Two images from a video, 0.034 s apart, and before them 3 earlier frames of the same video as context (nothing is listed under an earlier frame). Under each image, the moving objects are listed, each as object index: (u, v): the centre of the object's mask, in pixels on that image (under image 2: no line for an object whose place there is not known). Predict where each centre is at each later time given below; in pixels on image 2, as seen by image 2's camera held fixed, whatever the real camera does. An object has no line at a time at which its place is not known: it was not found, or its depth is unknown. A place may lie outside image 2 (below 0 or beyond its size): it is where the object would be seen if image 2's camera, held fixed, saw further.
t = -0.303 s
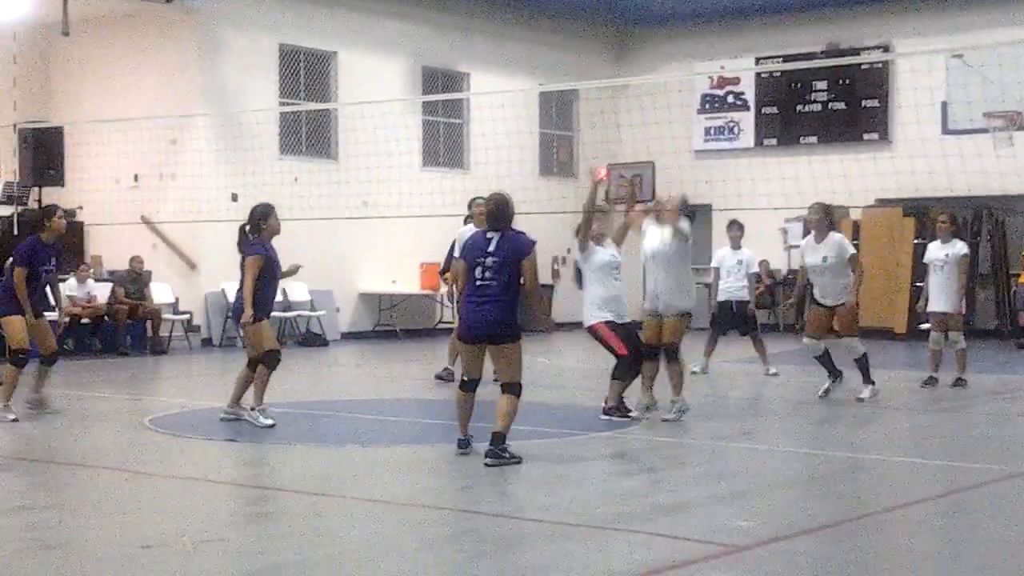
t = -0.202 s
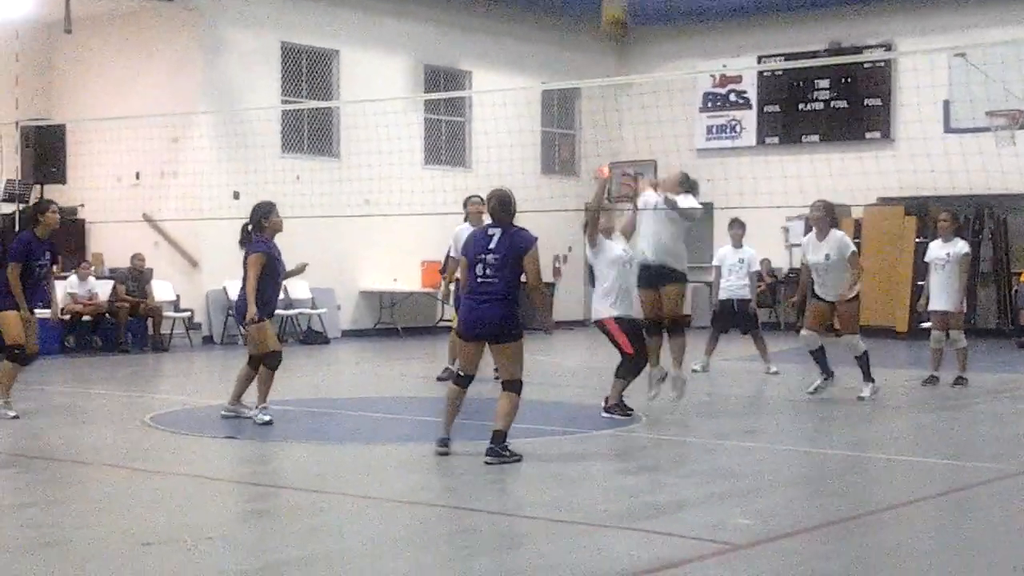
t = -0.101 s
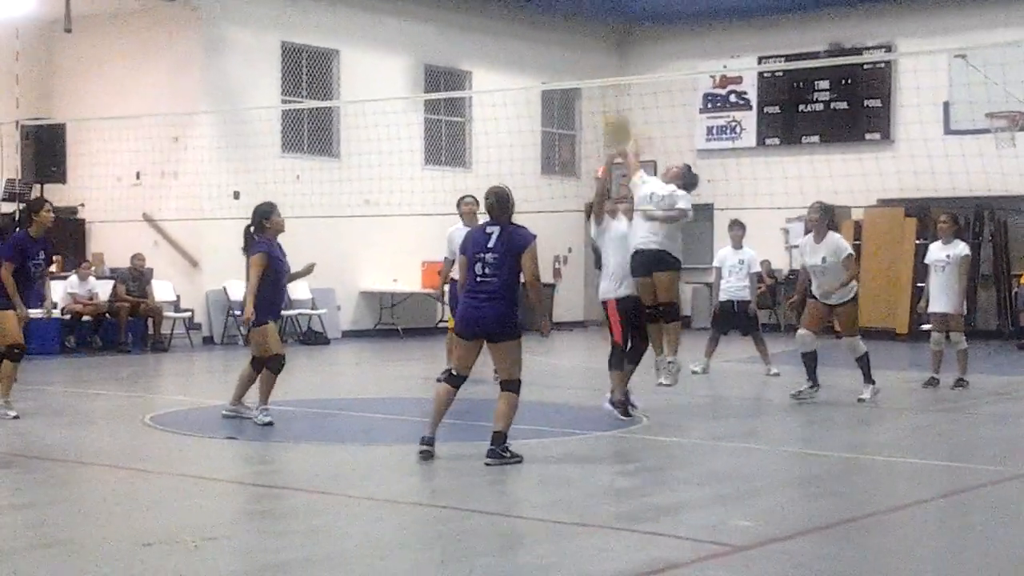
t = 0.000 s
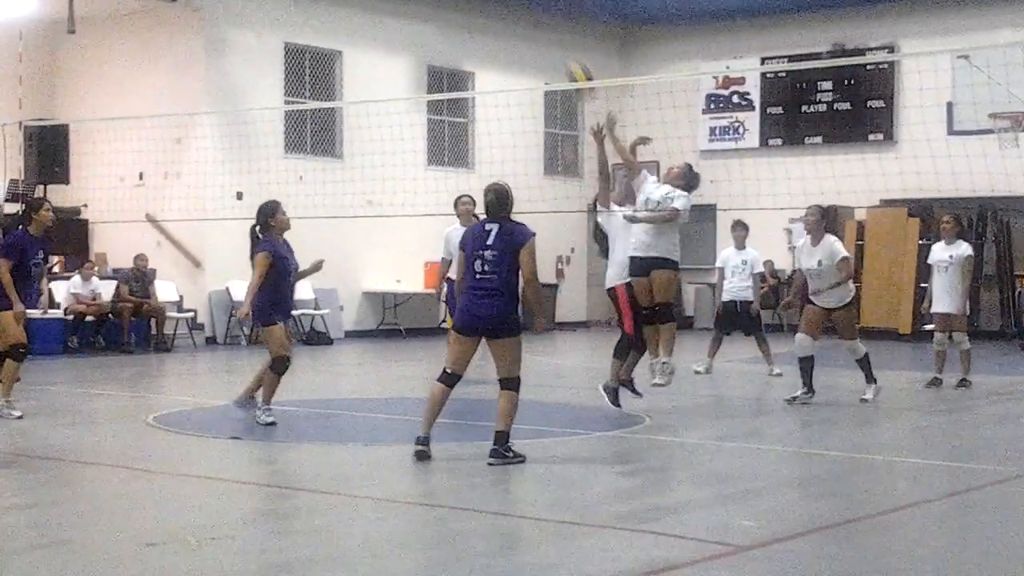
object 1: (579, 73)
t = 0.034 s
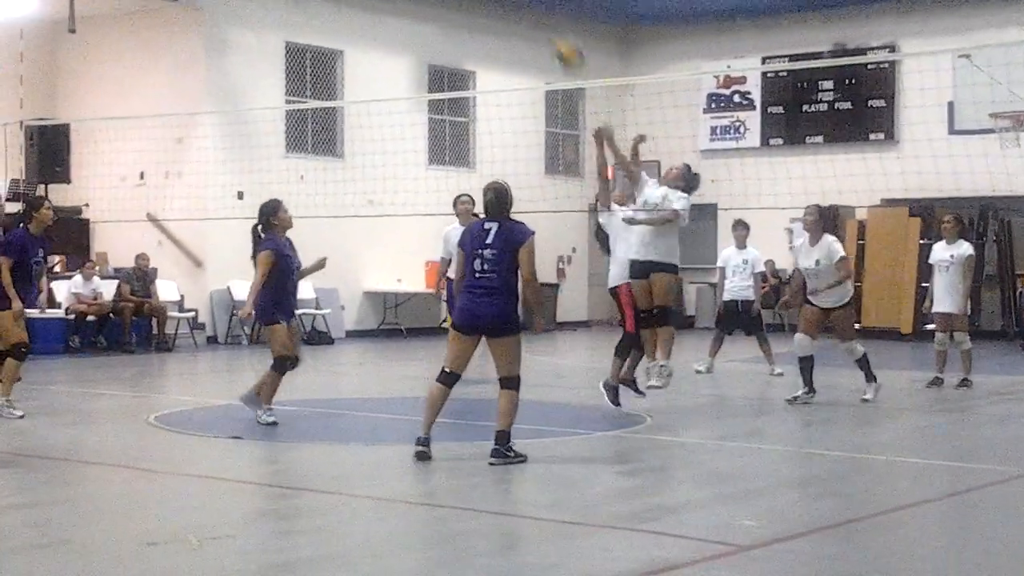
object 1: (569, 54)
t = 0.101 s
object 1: (545, 11)
